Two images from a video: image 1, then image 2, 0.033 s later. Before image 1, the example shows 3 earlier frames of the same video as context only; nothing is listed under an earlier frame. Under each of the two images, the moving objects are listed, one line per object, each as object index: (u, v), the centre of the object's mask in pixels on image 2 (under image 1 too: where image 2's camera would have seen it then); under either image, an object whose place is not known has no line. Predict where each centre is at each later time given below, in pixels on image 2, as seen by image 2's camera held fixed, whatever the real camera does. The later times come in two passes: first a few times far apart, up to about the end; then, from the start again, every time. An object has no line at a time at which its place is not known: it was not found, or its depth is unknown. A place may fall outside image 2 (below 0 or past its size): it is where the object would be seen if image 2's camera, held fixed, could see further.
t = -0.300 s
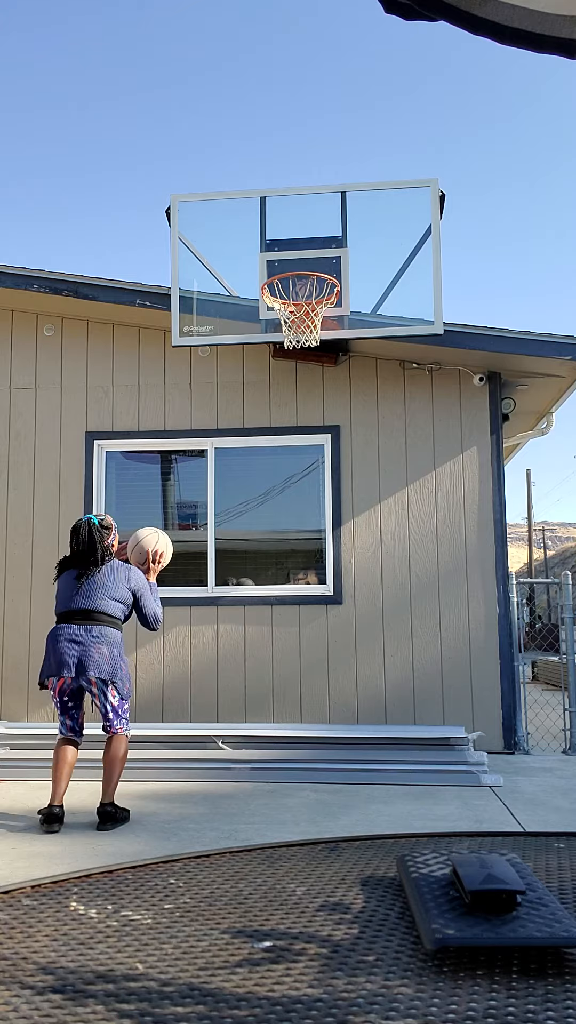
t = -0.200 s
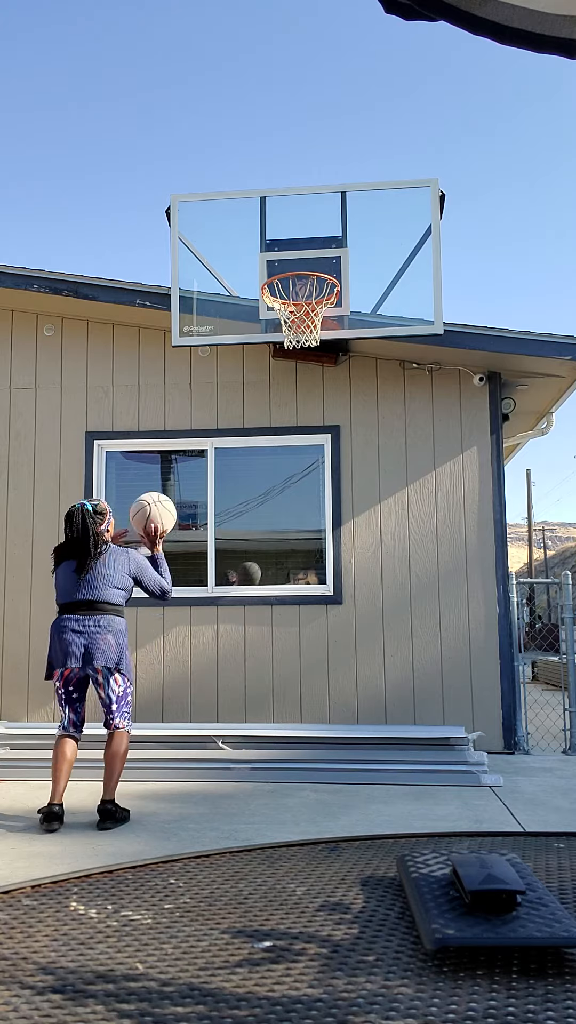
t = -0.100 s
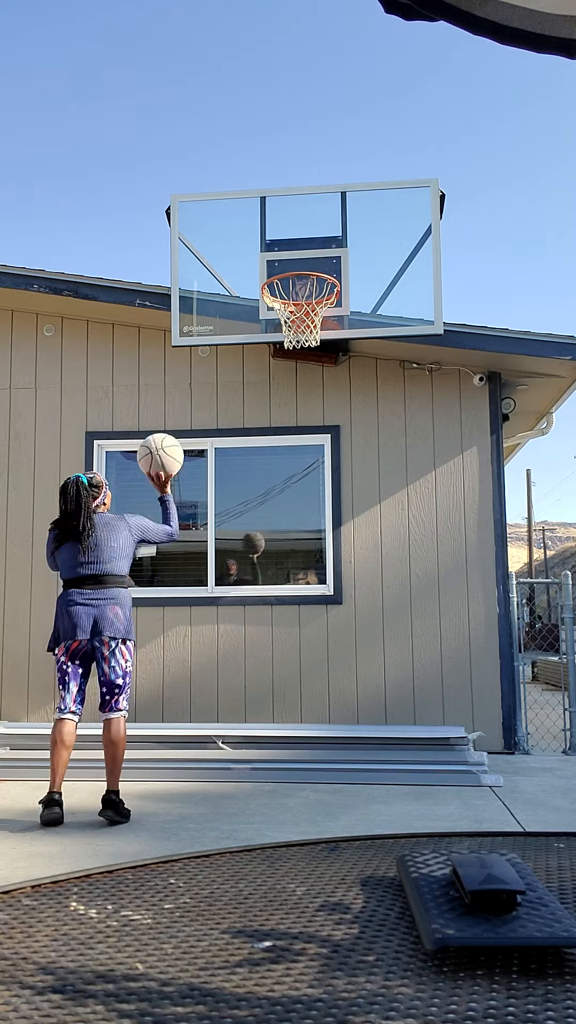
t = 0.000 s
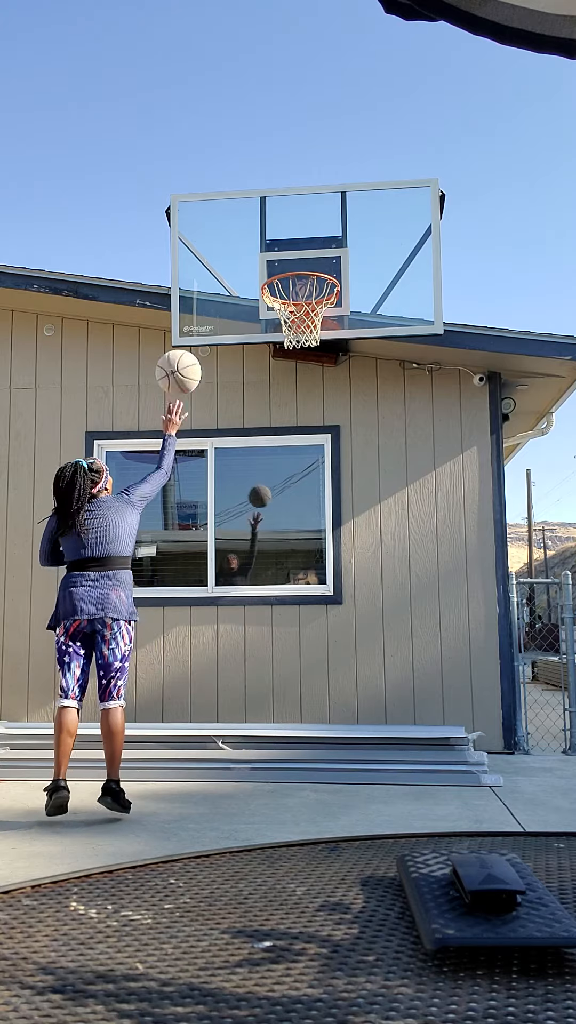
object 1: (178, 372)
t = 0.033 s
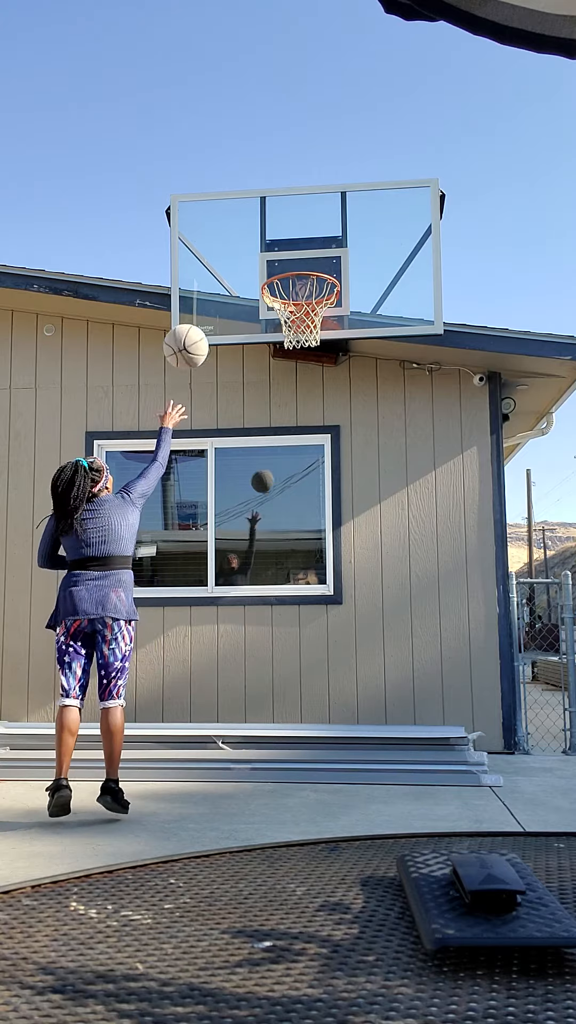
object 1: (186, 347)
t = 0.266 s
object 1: (234, 236)
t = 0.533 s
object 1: (282, 232)
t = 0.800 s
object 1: (320, 294)
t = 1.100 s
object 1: (290, 392)
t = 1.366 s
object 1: (264, 579)
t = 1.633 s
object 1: (224, 752)
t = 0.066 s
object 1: (193, 324)
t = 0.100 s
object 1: (200, 303)
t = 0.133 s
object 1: (207, 285)
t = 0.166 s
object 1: (214, 269)
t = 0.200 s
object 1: (221, 256)
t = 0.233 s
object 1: (228, 245)
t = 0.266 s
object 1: (234, 236)
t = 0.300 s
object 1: (240, 229)
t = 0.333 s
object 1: (247, 224)
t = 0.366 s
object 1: (253, 221)
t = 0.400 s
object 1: (259, 220)
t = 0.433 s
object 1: (265, 220)
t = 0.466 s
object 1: (271, 222)
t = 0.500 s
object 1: (277, 227)
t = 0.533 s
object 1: (282, 232)
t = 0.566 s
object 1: (288, 240)
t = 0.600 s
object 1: (293, 249)
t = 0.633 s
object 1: (299, 257)
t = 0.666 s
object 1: (304, 260)
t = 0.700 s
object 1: (308, 263)
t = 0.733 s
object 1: (313, 267)
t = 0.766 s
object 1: (315, 284)
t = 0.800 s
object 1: (320, 294)
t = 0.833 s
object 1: (320, 300)
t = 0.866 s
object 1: (320, 308)
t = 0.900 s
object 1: (312, 316)
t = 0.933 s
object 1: (307, 330)
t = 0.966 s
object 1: (305, 339)
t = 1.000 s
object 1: (301, 353)
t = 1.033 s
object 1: (297, 363)
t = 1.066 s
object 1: (294, 377)
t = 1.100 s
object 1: (290, 392)
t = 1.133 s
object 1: (286, 411)
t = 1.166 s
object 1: (283, 429)
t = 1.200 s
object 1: (280, 450)
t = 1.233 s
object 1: (276, 473)
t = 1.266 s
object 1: (273, 496)
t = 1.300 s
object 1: (270, 522)
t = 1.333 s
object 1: (267, 550)
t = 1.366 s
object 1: (264, 579)
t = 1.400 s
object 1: (261, 609)
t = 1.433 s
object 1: (257, 643)
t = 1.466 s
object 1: (254, 678)
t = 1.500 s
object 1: (251, 715)
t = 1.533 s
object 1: (247, 740)
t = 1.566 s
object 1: (239, 743)
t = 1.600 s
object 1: (232, 746)
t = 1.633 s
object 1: (224, 752)
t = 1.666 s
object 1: (216, 759)
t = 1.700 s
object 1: (207, 770)
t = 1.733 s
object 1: (197, 785)
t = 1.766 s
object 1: (188, 785)
